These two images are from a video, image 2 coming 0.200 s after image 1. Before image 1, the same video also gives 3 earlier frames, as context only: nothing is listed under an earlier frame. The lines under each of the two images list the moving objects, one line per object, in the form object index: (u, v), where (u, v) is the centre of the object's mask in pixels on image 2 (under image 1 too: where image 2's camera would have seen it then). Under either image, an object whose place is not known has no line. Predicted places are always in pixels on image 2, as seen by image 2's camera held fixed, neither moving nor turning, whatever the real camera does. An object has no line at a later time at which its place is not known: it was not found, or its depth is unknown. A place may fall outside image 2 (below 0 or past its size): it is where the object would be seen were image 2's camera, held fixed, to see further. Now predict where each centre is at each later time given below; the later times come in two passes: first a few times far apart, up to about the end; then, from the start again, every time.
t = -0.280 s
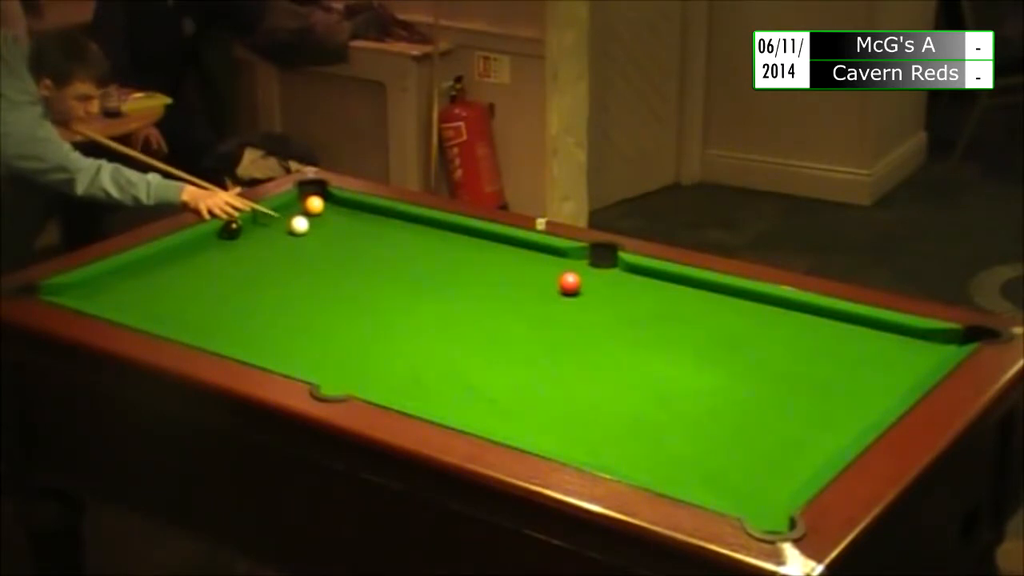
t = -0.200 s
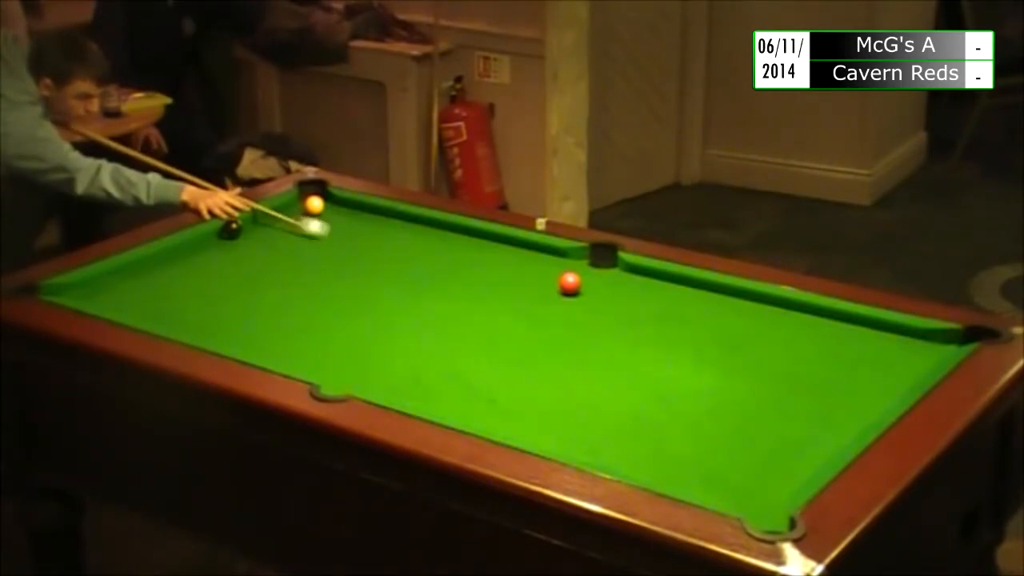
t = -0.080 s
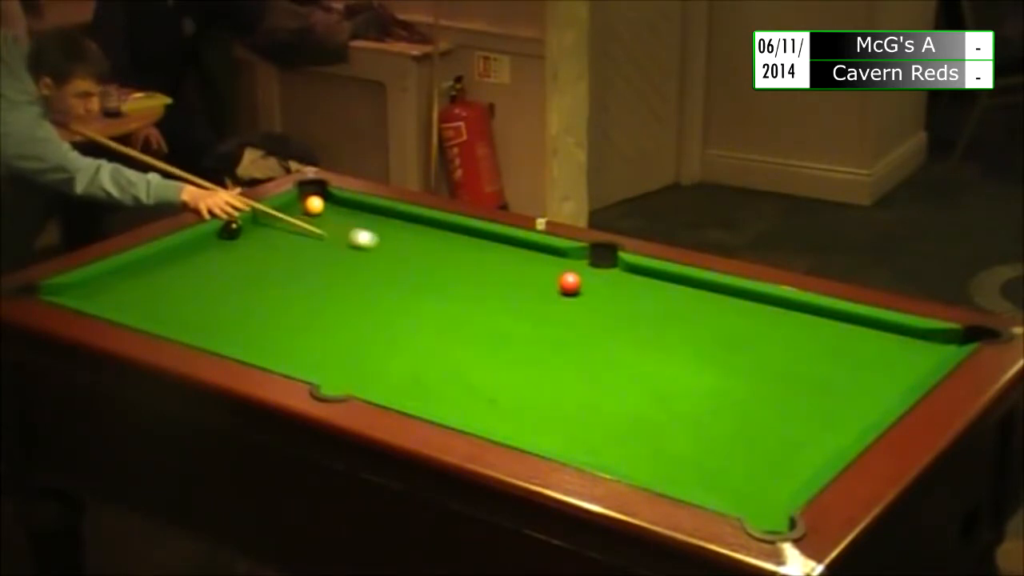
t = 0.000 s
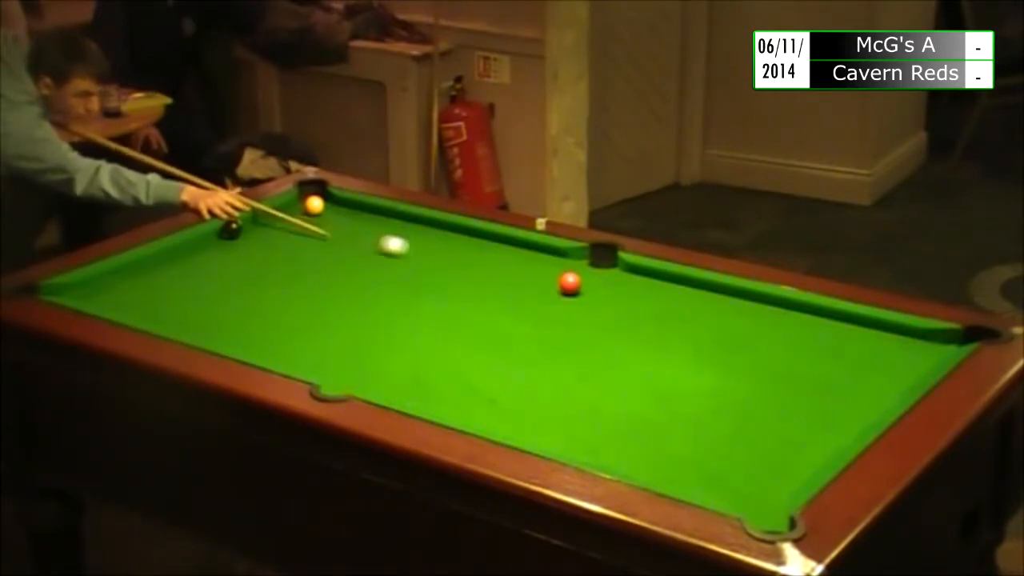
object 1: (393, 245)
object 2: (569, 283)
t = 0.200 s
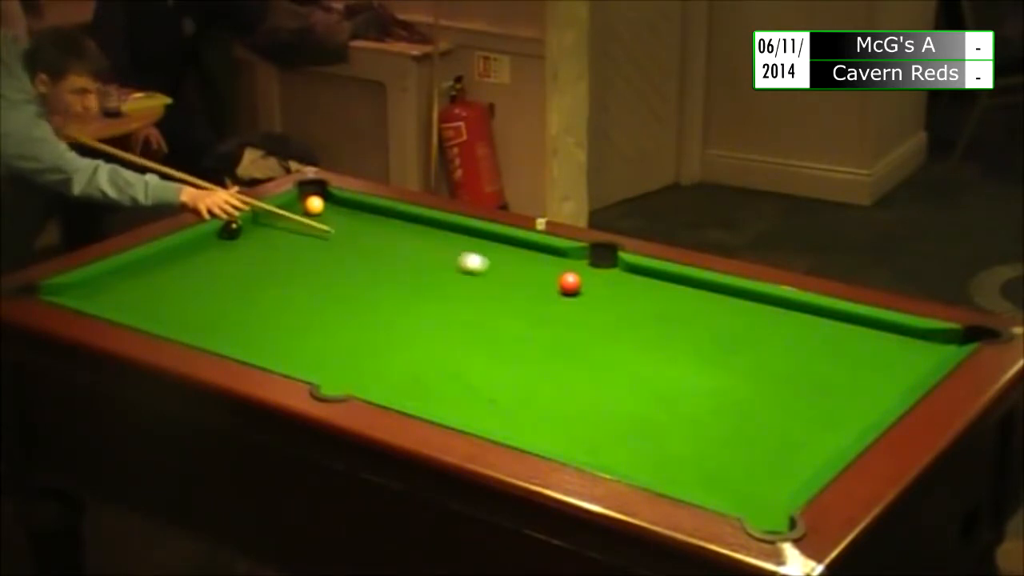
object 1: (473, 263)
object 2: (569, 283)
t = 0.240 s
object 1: (489, 266)
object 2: (569, 283)
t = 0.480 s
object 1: (552, 281)
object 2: (597, 288)
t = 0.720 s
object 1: (566, 285)
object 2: (656, 300)
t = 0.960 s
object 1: (575, 289)
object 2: (713, 311)
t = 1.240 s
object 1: (580, 292)
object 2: (776, 324)
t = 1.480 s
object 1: (582, 293)
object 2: (829, 333)
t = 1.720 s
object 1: (582, 293)
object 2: (878, 342)
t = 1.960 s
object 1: (582, 293)
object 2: (925, 351)
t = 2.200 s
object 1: (582, 293)
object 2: (911, 346)
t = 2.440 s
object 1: (582, 294)
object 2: (887, 340)
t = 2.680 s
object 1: (582, 293)
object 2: (868, 334)
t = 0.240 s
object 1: (489, 266)
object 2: (569, 283)
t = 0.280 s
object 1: (505, 270)
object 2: (569, 283)
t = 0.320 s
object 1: (522, 273)
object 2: (569, 283)
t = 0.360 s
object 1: (538, 277)
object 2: (569, 283)
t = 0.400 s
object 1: (550, 280)
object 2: (572, 284)
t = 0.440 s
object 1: (551, 280)
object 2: (585, 286)
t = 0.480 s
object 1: (552, 281)
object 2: (597, 288)
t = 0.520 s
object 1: (554, 282)
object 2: (607, 291)
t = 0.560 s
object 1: (557, 283)
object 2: (616, 292)
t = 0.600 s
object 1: (559, 283)
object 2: (627, 294)
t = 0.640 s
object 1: (561, 284)
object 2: (637, 296)
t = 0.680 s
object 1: (564, 285)
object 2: (646, 298)
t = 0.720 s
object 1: (566, 285)
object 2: (656, 300)
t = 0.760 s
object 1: (567, 286)
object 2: (666, 302)
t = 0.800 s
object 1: (569, 287)
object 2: (675, 304)
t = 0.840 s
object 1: (571, 287)
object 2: (684, 306)
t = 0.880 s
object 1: (572, 288)
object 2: (694, 307)
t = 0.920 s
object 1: (574, 288)
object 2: (703, 309)
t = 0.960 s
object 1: (575, 289)
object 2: (713, 311)
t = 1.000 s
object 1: (576, 289)
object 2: (722, 313)
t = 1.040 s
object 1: (577, 290)
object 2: (731, 315)
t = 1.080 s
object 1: (578, 290)
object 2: (740, 317)
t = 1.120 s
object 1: (579, 291)
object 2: (749, 318)
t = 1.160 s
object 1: (579, 291)
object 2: (758, 320)
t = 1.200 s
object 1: (580, 291)
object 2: (768, 322)
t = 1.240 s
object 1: (580, 292)
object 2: (776, 324)
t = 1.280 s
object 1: (581, 292)
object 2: (785, 325)
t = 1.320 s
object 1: (581, 292)
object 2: (794, 327)
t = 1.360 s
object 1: (581, 292)
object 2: (803, 329)
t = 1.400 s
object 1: (582, 293)
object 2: (812, 330)
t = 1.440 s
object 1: (582, 293)
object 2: (820, 332)
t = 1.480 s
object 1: (582, 293)
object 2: (829, 333)
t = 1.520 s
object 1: (582, 293)
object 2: (837, 335)
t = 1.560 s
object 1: (582, 293)
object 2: (846, 337)
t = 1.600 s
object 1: (582, 293)
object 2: (854, 338)
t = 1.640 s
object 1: (582, 293)
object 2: (862, 340)
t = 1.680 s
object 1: (582, 293)
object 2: (870, 341)
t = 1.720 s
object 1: (582, 293)
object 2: (878, 342)
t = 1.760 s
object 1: (582, 293)
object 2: (886, 344)
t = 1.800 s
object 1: (582, 293)
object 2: (894, 345)
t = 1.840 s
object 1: (582, 293)
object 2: (902, 347)
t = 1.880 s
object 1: (582, 293)
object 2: (910, 348)
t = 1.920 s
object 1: (582, 293)
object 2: (918, 350)
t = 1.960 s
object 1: (582, 293)
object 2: (925, 351)
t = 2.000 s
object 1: (582, 293)
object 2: (930, 351)
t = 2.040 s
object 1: (582, 293)
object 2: (929, 351)
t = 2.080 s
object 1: (582, 293)
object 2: (925, 350)
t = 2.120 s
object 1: (582, 293)
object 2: (921, 348)
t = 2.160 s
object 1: (582, 293)
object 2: (916, 347)
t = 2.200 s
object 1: (582, 293)
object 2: (911, 346)
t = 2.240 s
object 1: (582, 293)
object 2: (907, 345)
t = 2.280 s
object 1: (582, 293)
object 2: (903, 344)
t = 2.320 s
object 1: (582, 293)
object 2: (899, 342)
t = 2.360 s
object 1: (582, 293)
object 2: (895, 341)
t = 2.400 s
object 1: (582, 294)
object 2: (891, 341)
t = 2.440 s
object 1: (582, 294)
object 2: (887, 340)
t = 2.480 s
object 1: (582, 293)
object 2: (884, 338)
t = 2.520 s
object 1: (582, 294)
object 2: (880, 337)
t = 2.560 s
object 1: (582, 294)
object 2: (877, 336)
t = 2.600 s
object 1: (582, 294)
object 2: (873, 335)
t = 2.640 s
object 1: (582, 294)
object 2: (870, 334)
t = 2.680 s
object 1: (582, 293)
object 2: (868, 334)
